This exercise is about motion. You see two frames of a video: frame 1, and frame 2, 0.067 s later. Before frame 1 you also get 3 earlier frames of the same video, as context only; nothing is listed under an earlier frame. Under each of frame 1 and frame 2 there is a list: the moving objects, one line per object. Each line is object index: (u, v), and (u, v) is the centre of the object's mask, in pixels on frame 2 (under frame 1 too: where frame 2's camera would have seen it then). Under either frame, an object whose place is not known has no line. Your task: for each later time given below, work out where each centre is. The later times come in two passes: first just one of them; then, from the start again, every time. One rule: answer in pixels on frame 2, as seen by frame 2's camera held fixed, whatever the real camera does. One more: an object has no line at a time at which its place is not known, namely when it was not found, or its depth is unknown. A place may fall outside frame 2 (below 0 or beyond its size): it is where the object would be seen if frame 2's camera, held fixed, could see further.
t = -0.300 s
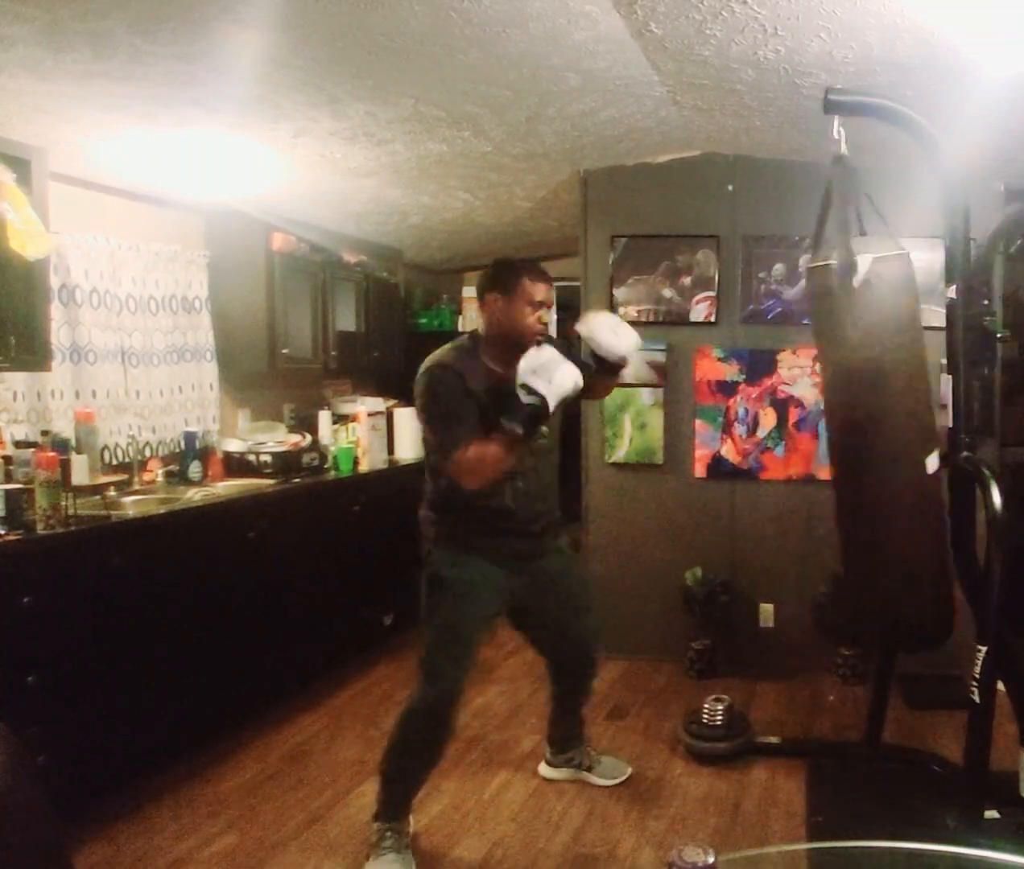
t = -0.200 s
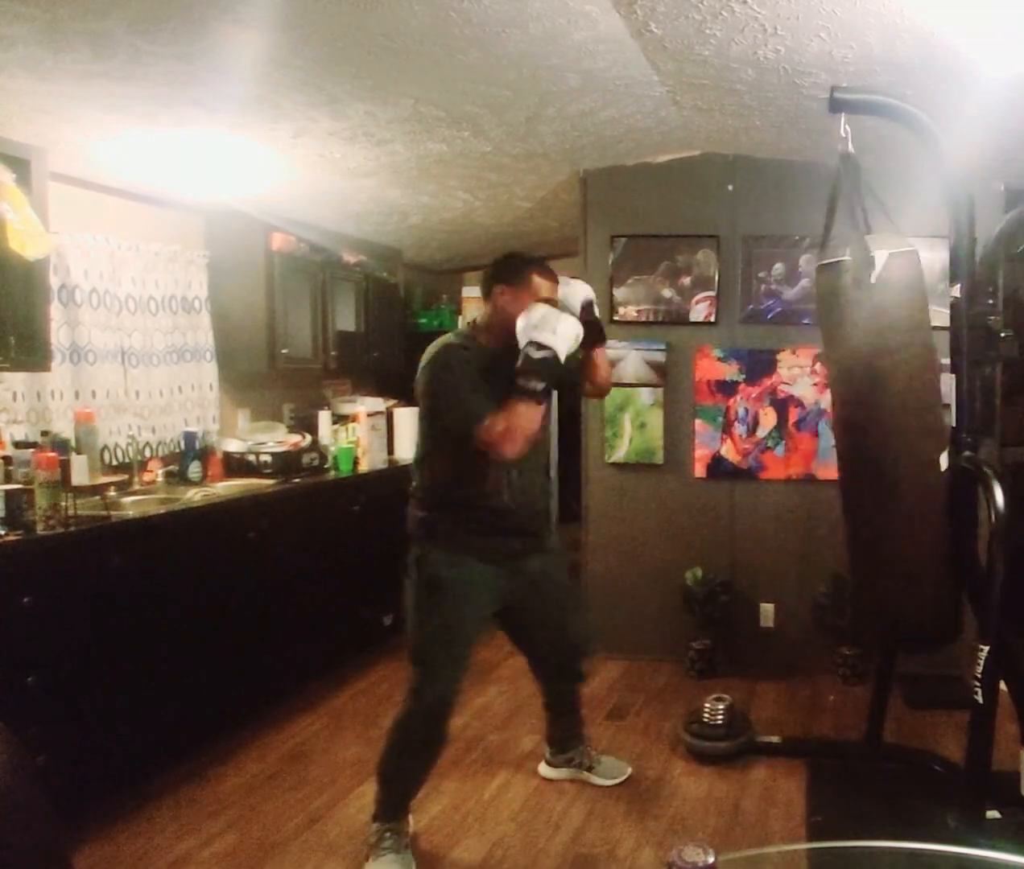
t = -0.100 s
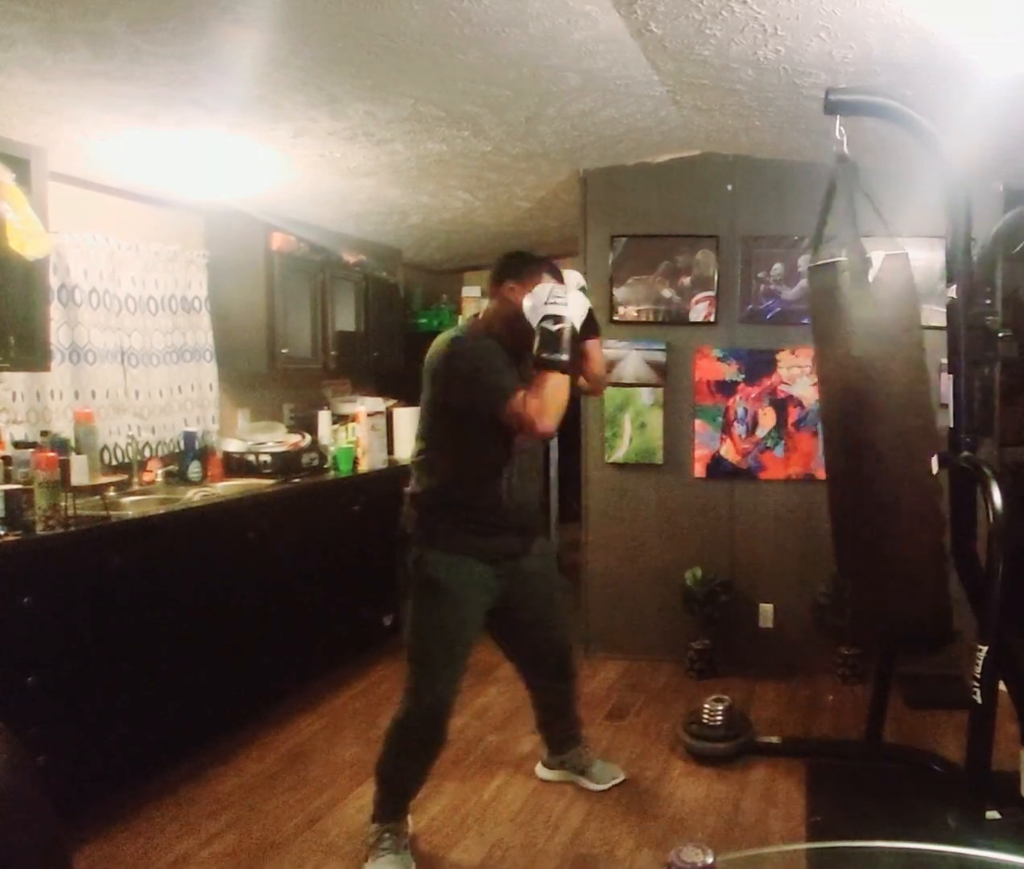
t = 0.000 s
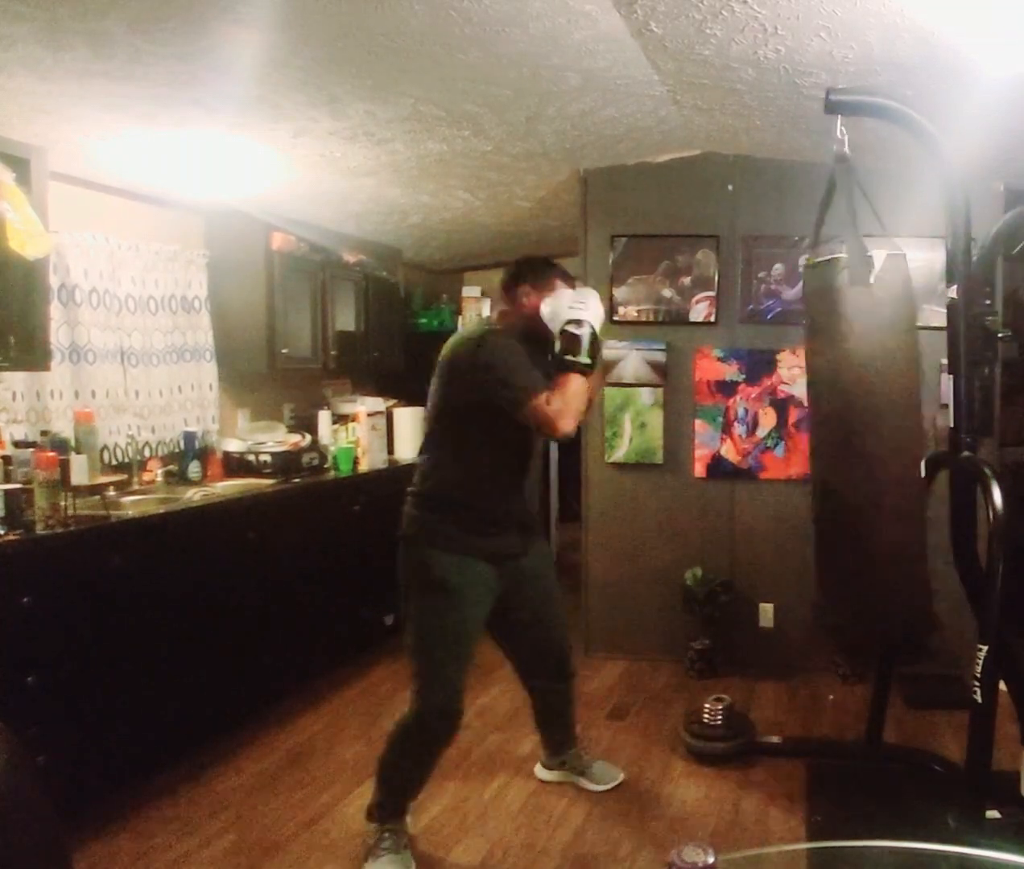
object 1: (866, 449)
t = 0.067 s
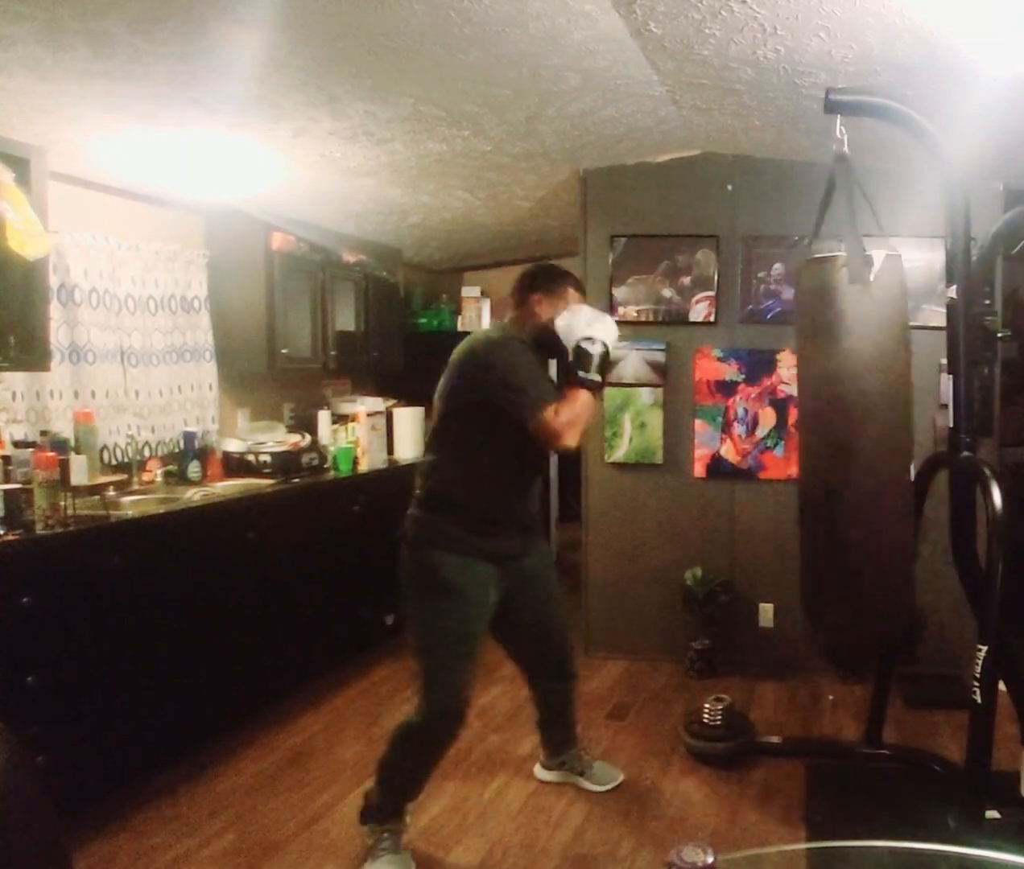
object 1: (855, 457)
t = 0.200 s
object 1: (832, 464)
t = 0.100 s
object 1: (849, 455)
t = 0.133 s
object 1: (843, 461)
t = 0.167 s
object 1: (837, 460)
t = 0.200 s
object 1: (832, 464)
